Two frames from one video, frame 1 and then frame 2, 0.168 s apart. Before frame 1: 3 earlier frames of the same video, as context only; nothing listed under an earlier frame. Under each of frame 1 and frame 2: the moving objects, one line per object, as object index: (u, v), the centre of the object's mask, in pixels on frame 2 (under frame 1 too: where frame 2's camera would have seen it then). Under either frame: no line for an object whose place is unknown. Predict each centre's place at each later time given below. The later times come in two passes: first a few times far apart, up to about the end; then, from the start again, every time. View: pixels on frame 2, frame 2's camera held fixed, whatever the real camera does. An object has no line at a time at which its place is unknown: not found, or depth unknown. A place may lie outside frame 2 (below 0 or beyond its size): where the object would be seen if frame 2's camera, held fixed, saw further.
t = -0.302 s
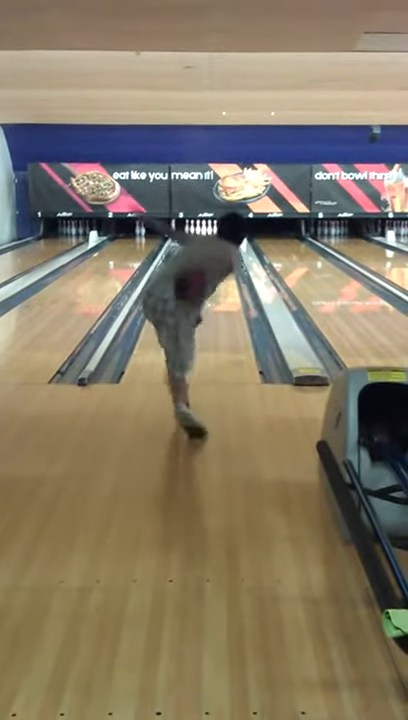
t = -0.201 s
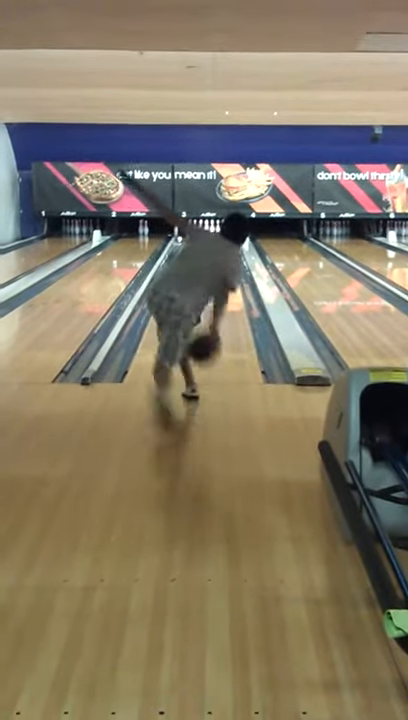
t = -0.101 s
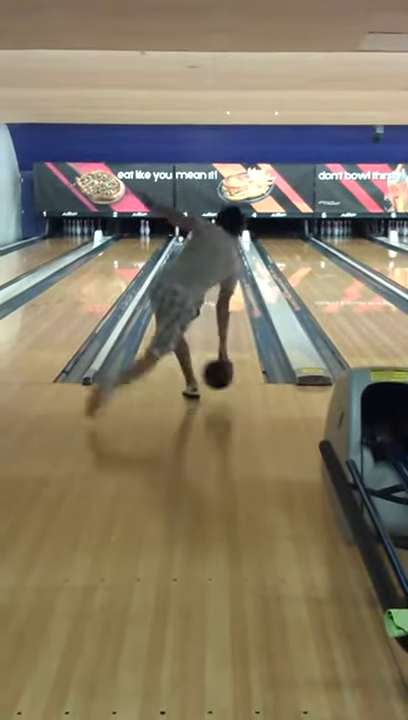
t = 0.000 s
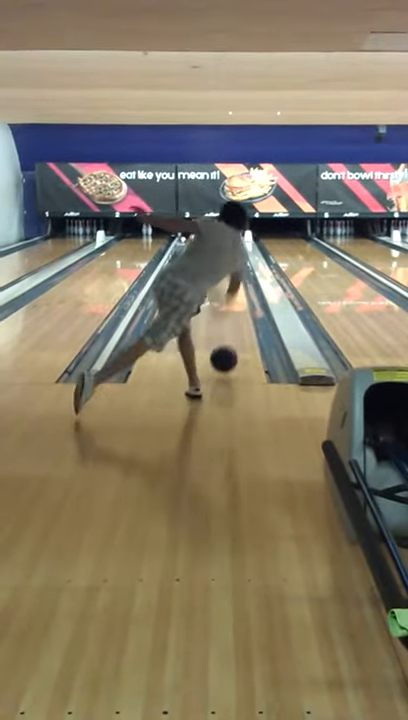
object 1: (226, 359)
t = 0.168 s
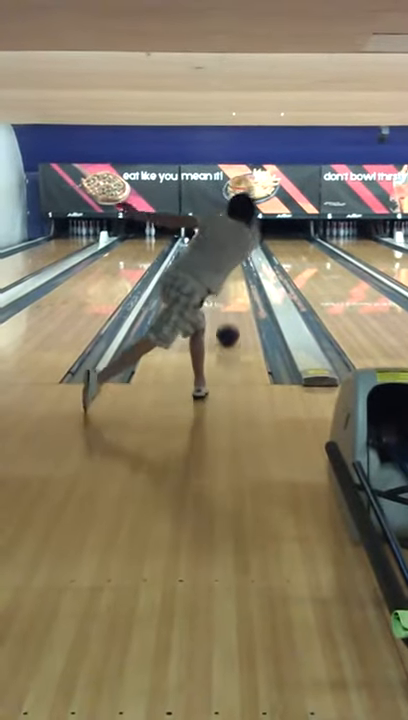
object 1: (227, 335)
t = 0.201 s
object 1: (227, 329)
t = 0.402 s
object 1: (228, 306)
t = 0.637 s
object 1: (228, 288)
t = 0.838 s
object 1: (230, 277)
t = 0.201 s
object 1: (227, 329)
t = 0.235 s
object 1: (227, 325)
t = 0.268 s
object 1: (227, 321)
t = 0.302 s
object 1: (228, 316)
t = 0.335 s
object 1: (227, 313)
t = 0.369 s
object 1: (227, 310)
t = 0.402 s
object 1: (228, 306)
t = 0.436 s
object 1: (227, 303)
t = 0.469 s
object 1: (227, 300)
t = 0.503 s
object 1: (227, 297)
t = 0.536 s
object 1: (228, 294)
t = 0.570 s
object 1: (227, 292)
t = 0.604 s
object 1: (228, 290)
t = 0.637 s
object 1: (228, 288)
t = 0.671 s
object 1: (229, 286)
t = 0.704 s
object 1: (229, 284)
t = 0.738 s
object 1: (229, 283)
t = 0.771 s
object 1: (230, 281)
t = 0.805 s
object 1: (230, 279)
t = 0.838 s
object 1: (230, 277)
